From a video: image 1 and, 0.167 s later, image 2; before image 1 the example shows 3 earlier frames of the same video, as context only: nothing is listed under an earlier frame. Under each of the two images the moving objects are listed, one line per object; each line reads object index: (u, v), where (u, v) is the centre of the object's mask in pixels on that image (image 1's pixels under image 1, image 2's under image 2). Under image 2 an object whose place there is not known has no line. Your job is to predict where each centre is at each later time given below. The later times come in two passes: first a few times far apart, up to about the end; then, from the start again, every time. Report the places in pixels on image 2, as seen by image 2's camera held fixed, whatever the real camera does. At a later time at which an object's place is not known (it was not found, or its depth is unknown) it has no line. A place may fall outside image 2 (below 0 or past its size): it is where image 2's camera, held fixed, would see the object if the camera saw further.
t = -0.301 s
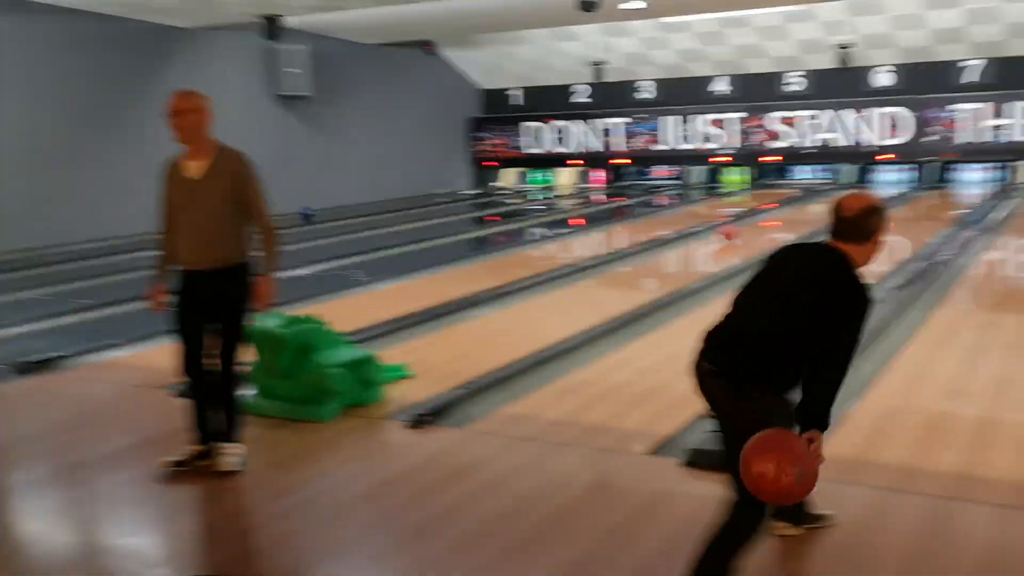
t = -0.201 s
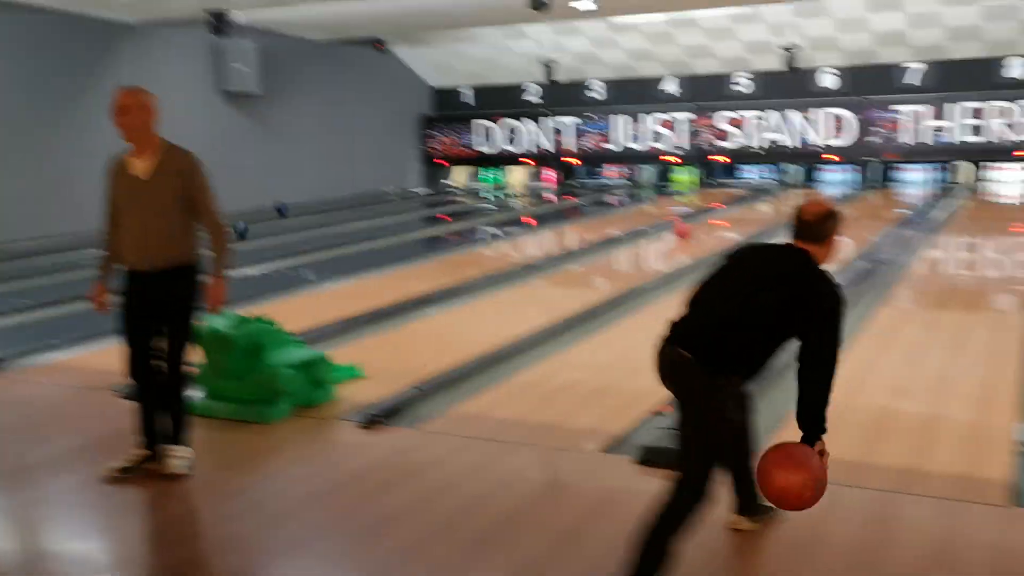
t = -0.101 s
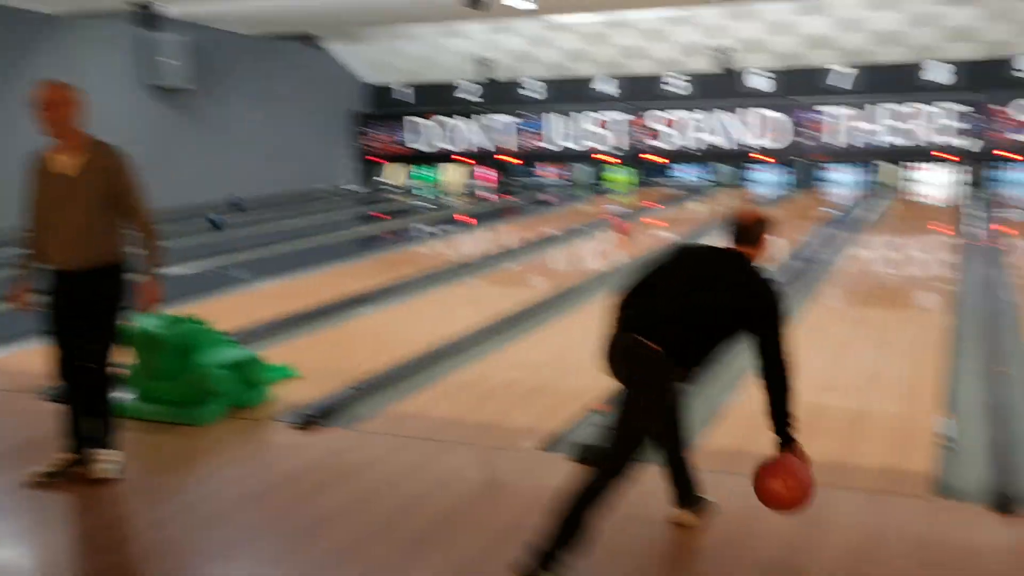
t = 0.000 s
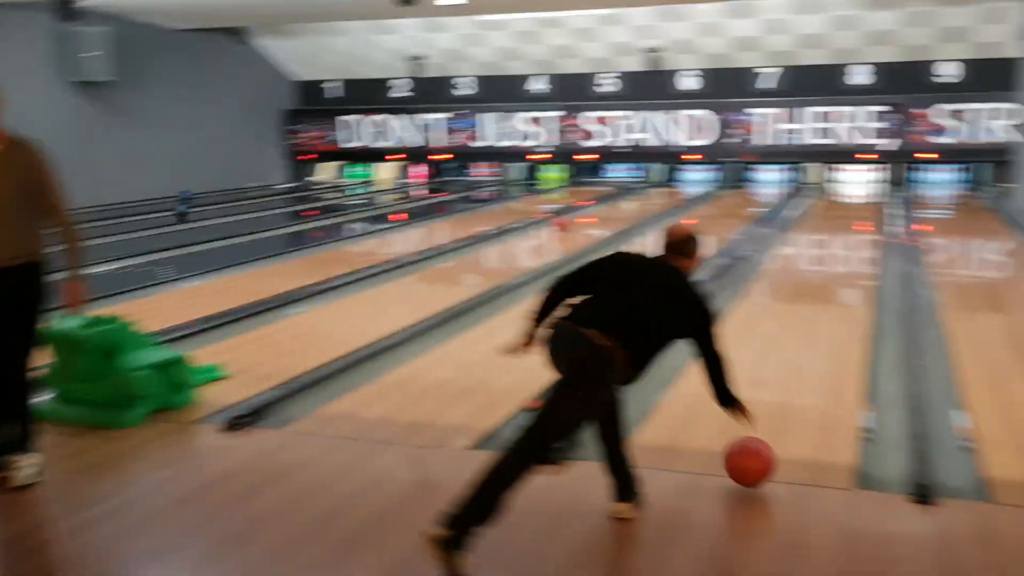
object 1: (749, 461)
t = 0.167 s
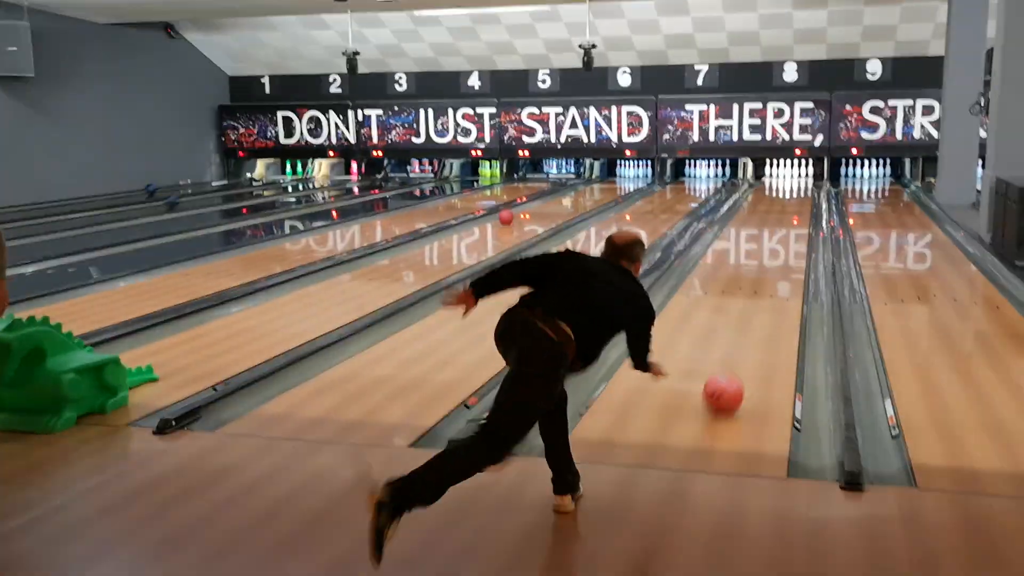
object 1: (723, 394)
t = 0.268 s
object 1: (739, 365)
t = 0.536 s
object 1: (769, 311)
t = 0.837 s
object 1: (790, 272)
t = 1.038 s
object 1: (799, 254)
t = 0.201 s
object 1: (729, 384)
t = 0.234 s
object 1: (734, 374)
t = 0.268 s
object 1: (739, 365)
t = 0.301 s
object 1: (743, 357)
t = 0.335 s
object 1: (748, 349)
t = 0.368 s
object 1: (752, 341)
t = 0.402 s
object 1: (756, 334)
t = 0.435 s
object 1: (760, 328)
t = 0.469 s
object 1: (763, 322)
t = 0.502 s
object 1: (766, 316)
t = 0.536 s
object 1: (769, 311)
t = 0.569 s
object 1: (772, 305)
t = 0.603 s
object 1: (774, 301)
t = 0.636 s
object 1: (776, 296)
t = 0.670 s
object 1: (779, 292)
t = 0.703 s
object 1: (781, 287)
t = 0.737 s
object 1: (783, 283)
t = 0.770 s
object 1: (786, 280)
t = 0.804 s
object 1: (787, 276)
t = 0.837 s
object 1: (790, 272)
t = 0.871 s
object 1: (791, 269)
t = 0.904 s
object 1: (793, 266)
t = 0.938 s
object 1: (794, 263)
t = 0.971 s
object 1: (796, 260)
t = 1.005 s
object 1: (797, 257)
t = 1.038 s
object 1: (799, 254)
